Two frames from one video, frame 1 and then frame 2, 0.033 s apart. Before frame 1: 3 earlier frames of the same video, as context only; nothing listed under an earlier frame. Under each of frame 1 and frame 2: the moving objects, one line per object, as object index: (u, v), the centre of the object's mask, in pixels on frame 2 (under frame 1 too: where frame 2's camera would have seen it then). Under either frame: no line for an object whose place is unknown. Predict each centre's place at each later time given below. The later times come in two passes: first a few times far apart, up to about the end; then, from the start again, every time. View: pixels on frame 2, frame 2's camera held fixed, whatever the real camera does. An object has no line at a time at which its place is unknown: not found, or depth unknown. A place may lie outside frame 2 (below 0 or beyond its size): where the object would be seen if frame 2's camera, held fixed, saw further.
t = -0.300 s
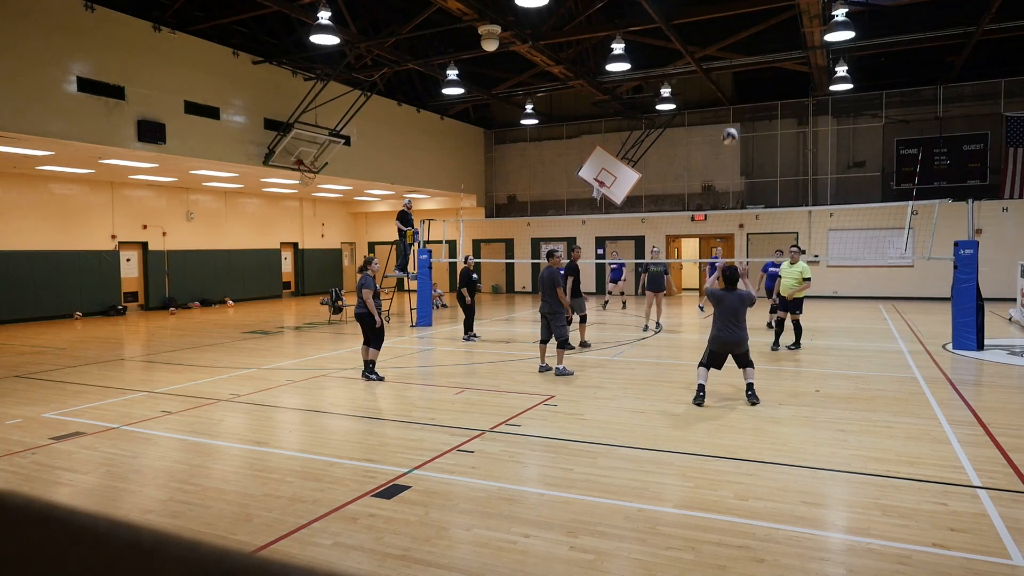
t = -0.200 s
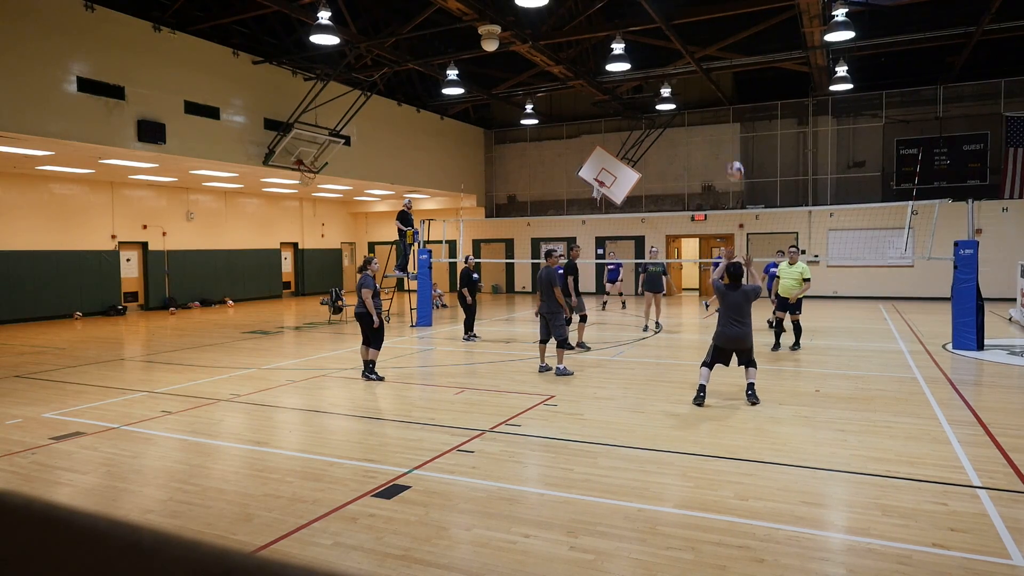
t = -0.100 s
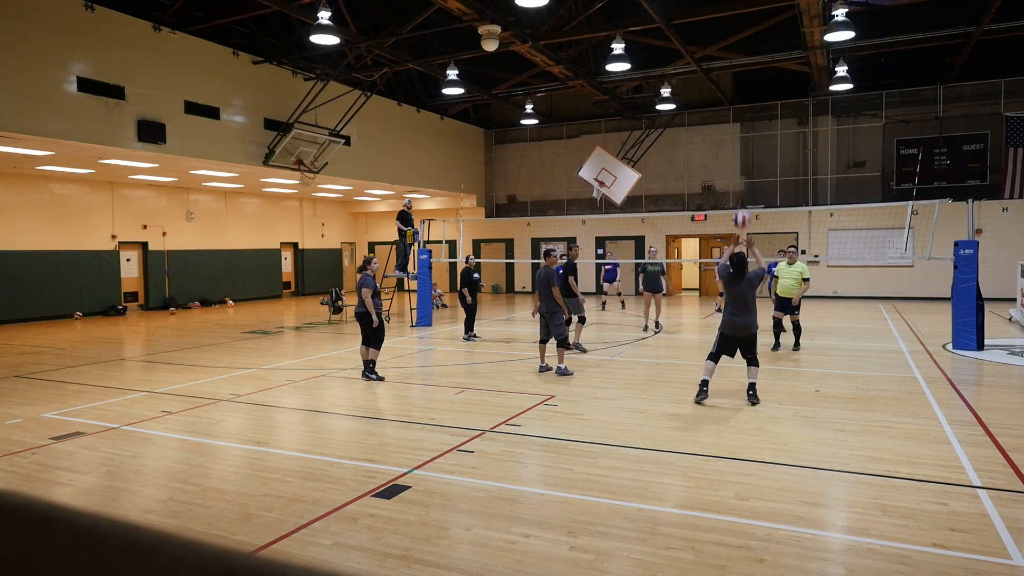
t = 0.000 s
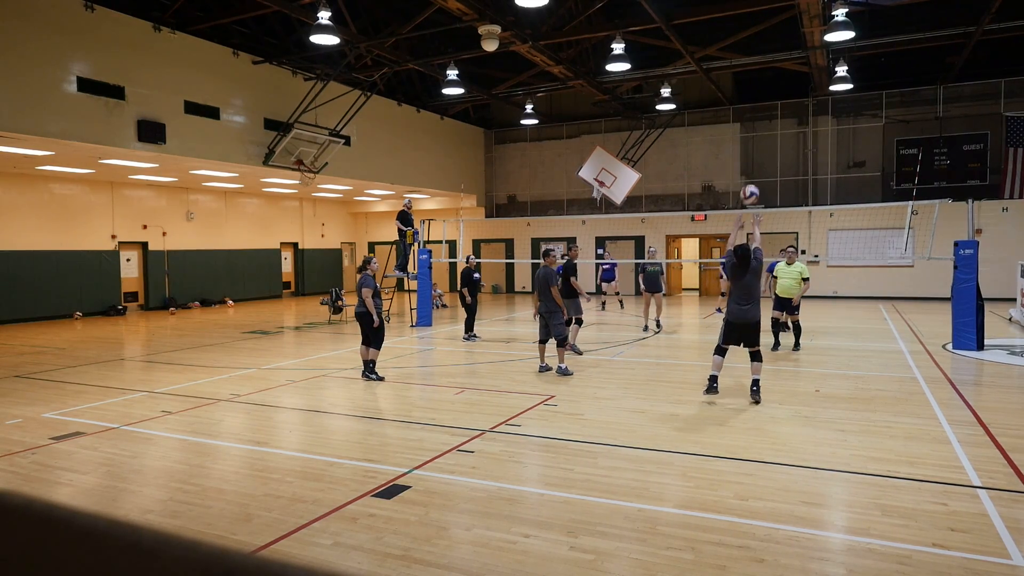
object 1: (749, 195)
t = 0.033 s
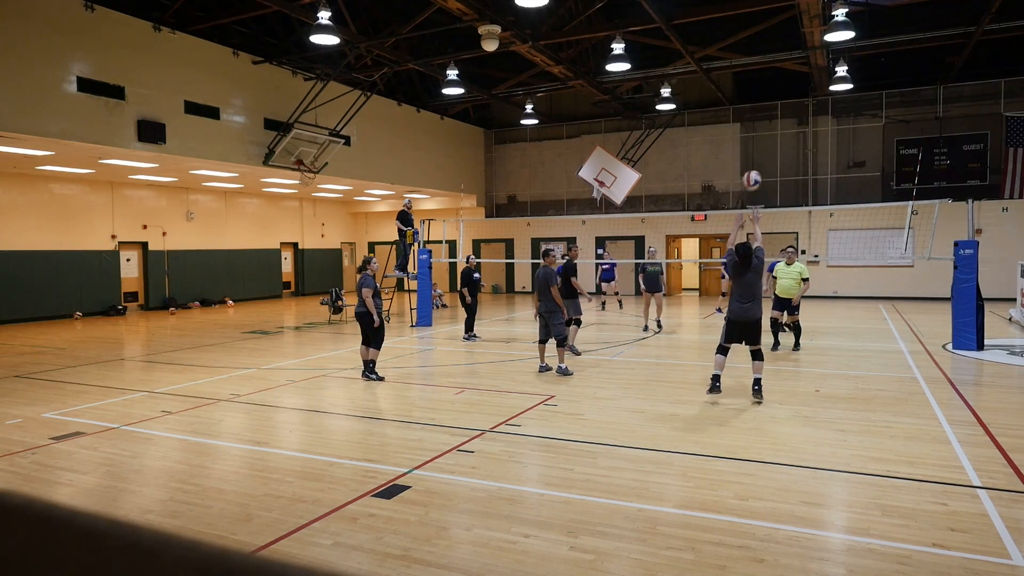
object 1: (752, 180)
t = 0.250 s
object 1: (766, 115)
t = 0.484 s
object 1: (779, 92)
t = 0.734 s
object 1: (790, 110)
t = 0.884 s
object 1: (796, 138)
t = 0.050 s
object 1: (753, 174)
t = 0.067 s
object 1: (754, 167)
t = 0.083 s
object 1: (755, 161)
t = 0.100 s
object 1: (756, 155)
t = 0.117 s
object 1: (757, 150)
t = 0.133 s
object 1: (758, 144)
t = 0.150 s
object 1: (759, 139)
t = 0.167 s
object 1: (761, 135)
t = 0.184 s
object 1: (762, 130)
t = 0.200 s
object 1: (763, 126)
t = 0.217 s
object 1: (764, 122)
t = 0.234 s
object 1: (765, 119)
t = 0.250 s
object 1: (766, 115)
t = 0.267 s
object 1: (767, 112)
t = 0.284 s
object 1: (768, 109)
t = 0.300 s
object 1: (769, 106)
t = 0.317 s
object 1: (770, 104)
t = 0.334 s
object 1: (771, 102)
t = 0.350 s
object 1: (772, 100)
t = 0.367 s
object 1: (773, 98)
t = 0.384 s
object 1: (774, 96)
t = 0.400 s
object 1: (774, 95)
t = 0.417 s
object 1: (775, 94)
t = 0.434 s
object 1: (776, 93)
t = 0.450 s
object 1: (777, 93)
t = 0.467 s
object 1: (778, 92)
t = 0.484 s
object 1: (779, 92)
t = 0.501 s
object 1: (780, 92)
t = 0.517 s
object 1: (781, 92)
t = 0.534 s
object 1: (781, 92)
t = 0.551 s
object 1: (782, 93)
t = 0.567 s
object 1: (783, 94)
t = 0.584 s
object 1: (784, 94)
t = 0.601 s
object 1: (784, 95)
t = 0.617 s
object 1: (785, 97)
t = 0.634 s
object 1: (786, 98)
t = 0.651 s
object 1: (787, 100)
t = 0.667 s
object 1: (787, 101)
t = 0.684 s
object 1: (788, 103)
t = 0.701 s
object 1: (789, 105)
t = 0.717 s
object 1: (790, 107)
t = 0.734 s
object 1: (790, 110)
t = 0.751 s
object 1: (791, 112)
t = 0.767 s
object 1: (792, 115)
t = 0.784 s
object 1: (792, 118)
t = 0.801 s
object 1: (793, 121)
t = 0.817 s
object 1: (794, 124)
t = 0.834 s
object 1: (794, 127)
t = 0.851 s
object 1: (795, 131)
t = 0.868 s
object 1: (796, 134)
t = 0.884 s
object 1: (796, 138)
